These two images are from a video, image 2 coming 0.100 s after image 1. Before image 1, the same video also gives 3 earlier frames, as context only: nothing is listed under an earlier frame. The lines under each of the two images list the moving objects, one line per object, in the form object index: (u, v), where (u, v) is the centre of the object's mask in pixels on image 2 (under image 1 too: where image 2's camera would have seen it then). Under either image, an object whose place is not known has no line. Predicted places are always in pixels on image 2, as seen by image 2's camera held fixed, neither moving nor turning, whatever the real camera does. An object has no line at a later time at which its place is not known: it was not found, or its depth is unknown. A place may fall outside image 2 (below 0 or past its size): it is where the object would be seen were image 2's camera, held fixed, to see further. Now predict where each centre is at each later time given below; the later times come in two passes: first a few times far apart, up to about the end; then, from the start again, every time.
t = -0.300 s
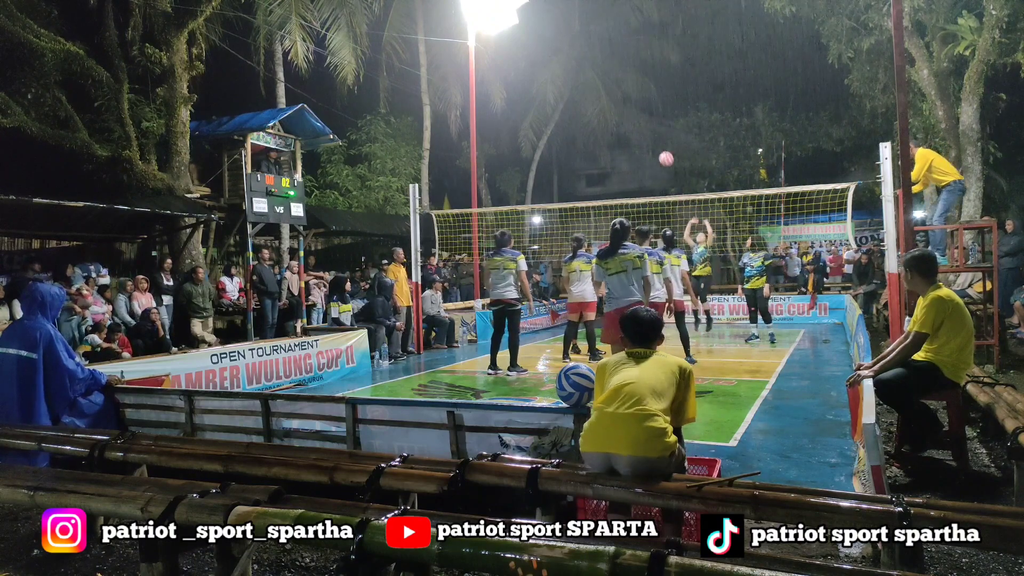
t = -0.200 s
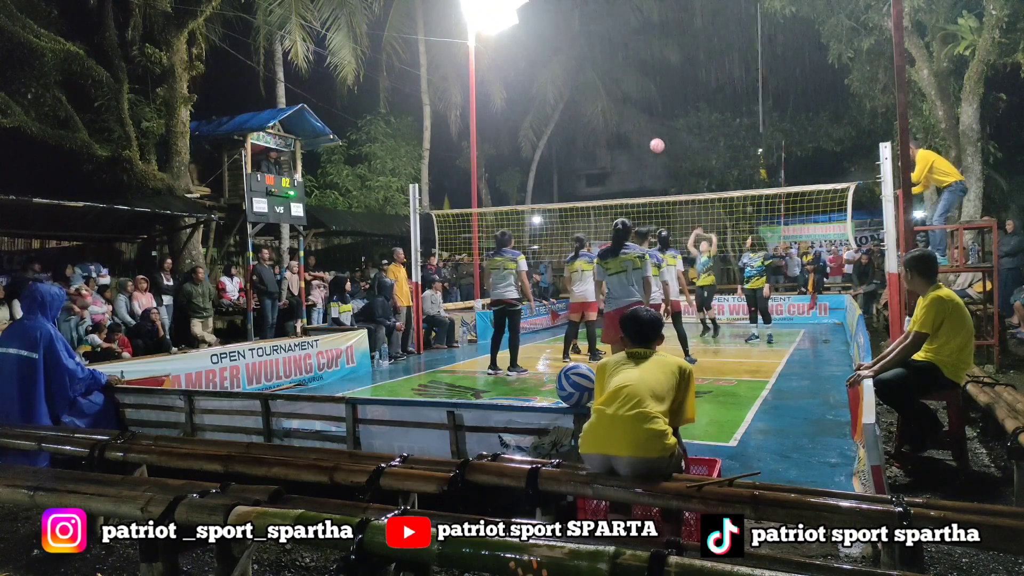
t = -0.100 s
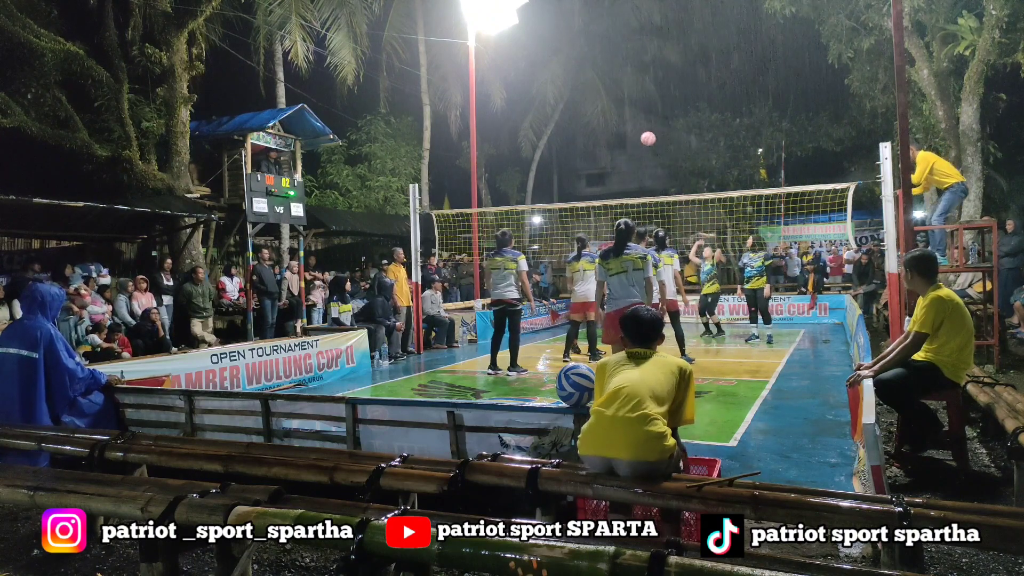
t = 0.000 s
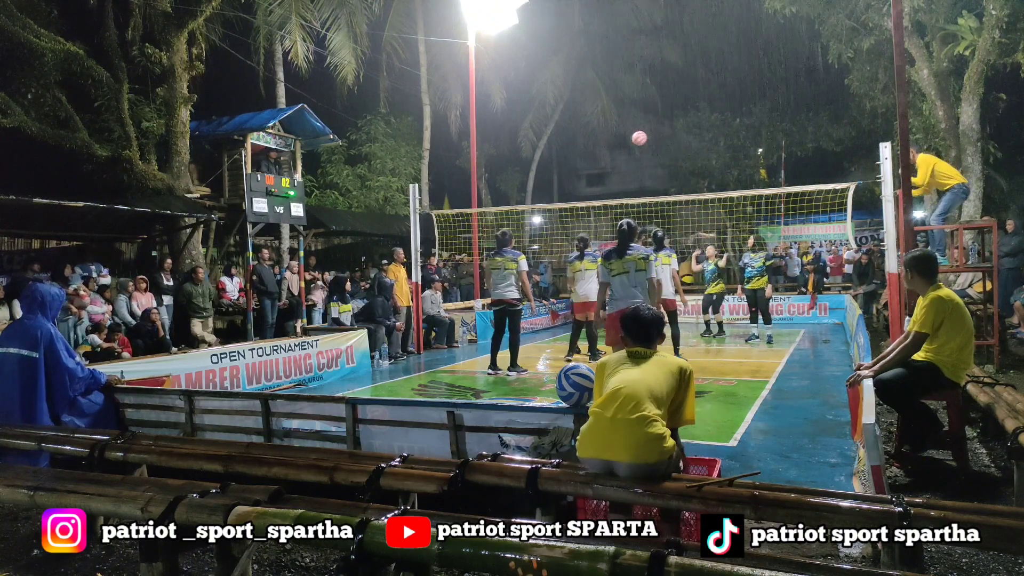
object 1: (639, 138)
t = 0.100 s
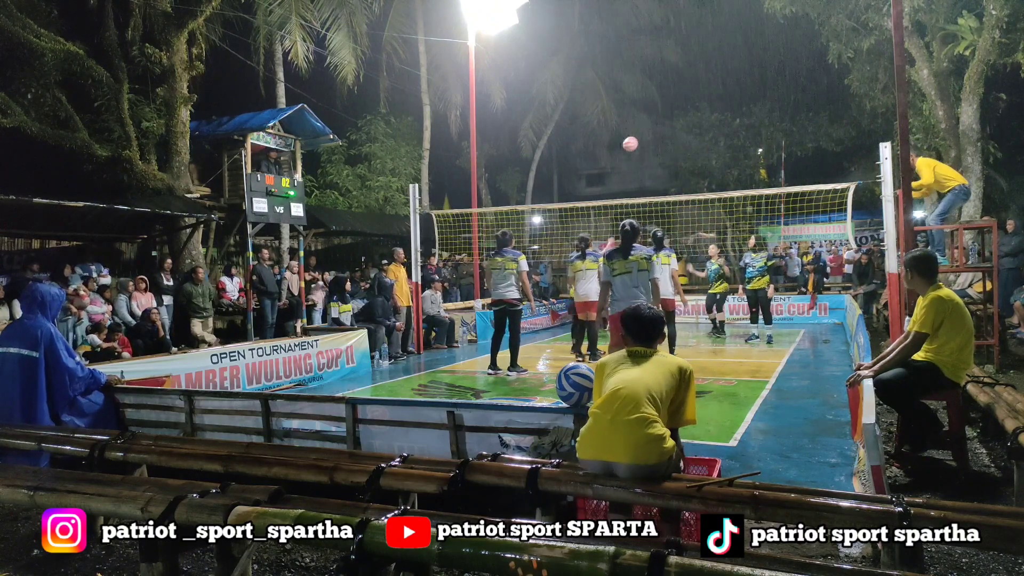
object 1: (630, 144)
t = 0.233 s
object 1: (619, 162)
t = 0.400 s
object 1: (605, 196)
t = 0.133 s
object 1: (627, 147)
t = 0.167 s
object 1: (624, 151)
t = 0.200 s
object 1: (621, 156)
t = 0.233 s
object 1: (619, 162)
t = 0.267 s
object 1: (616, 168)
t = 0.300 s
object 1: (613, 175)
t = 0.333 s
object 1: (610, 183)
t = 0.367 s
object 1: (607, 191)
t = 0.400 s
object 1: (605, 196)
